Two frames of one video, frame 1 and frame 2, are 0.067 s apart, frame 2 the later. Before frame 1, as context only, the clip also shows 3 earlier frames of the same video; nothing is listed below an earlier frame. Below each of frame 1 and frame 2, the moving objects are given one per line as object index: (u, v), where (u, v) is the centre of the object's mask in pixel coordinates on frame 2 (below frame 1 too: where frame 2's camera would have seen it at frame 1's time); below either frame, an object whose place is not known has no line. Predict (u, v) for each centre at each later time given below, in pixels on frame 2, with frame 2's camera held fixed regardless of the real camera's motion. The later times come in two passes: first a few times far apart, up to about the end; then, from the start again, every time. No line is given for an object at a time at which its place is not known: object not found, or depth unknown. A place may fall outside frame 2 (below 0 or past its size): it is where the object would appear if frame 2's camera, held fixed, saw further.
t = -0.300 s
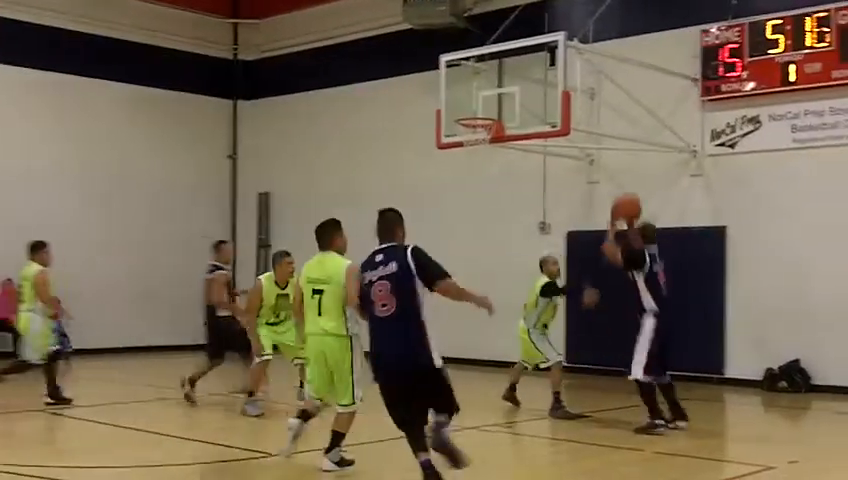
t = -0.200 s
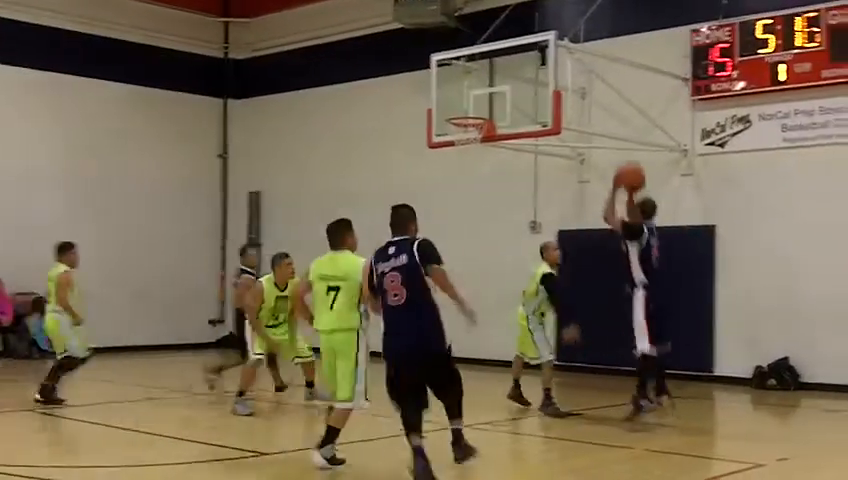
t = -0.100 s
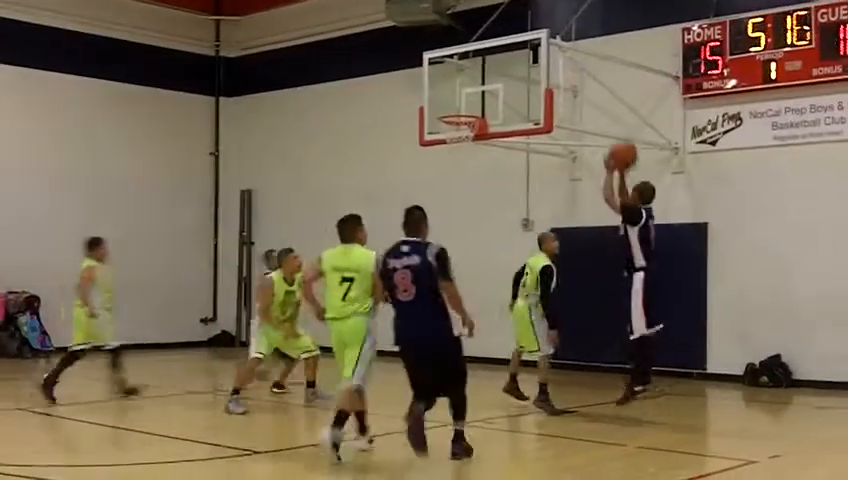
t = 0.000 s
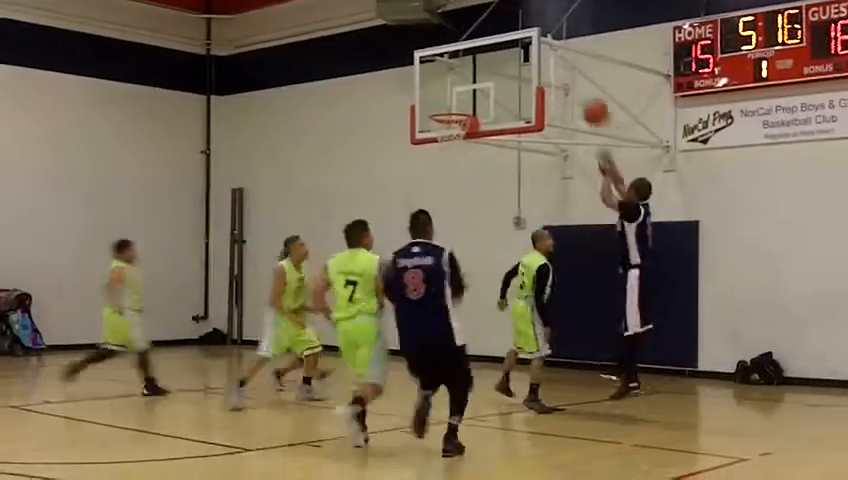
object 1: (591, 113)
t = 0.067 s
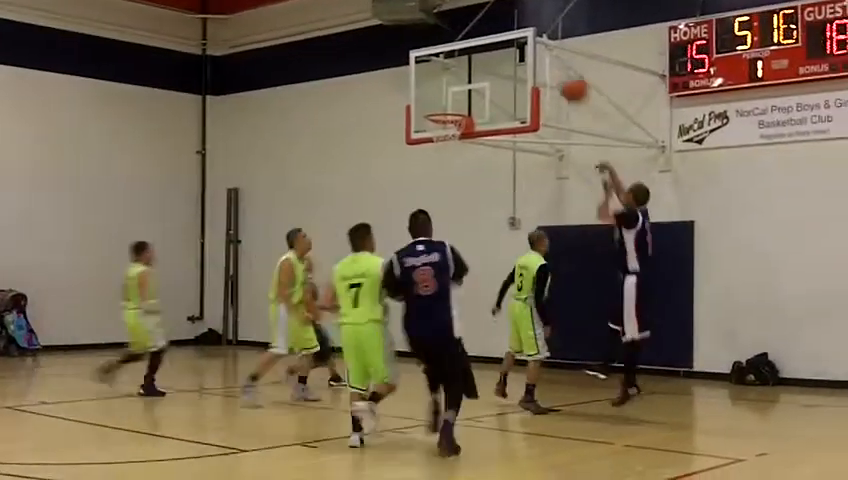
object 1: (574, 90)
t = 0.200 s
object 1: (545, 61)
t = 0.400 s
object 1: (503, 54)
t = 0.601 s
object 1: (464, 83)
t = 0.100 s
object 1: (566, 80)
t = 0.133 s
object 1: (558, 74)
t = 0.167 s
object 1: (551, 66)
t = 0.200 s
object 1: (545, 61)
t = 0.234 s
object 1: (536, 57)
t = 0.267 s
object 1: (530, 54)
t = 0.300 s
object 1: (522, 52)
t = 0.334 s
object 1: (514, 52)
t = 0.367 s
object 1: (509, 53)
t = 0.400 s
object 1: (503, 54)
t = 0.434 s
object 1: (495, 56)
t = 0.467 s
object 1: (488, 60)
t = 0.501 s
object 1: (484, 64)
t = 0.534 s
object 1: (478, 70)
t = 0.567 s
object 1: (470, 76)
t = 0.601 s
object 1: (464, 83)
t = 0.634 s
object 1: (458, 90)
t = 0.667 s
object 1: (453, 100)
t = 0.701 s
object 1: (448, 107)
